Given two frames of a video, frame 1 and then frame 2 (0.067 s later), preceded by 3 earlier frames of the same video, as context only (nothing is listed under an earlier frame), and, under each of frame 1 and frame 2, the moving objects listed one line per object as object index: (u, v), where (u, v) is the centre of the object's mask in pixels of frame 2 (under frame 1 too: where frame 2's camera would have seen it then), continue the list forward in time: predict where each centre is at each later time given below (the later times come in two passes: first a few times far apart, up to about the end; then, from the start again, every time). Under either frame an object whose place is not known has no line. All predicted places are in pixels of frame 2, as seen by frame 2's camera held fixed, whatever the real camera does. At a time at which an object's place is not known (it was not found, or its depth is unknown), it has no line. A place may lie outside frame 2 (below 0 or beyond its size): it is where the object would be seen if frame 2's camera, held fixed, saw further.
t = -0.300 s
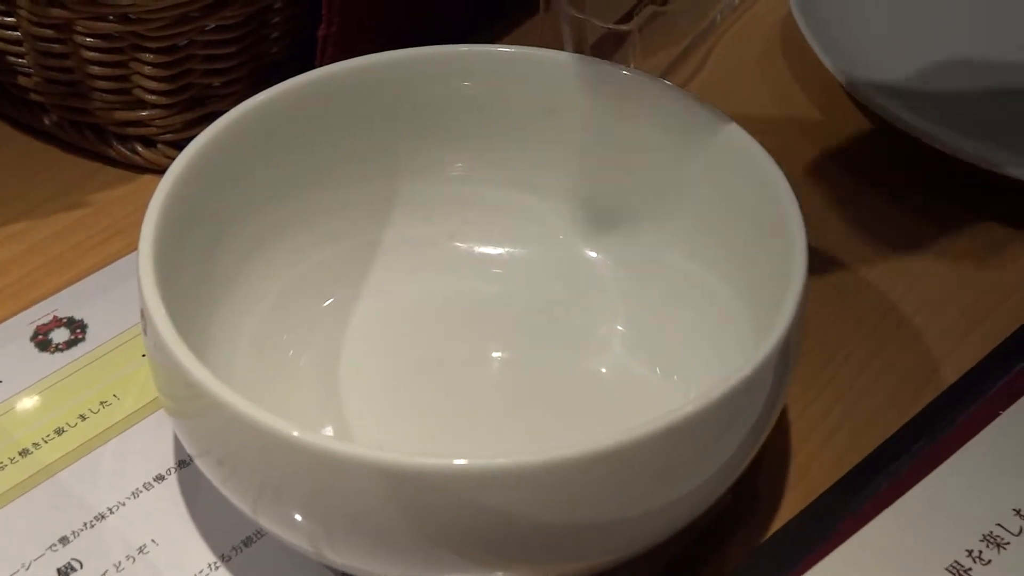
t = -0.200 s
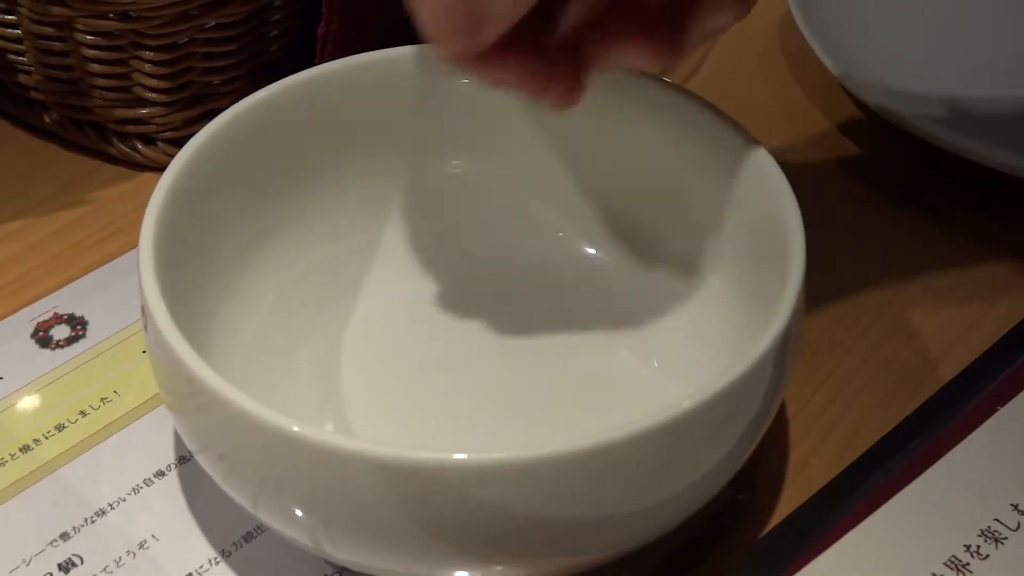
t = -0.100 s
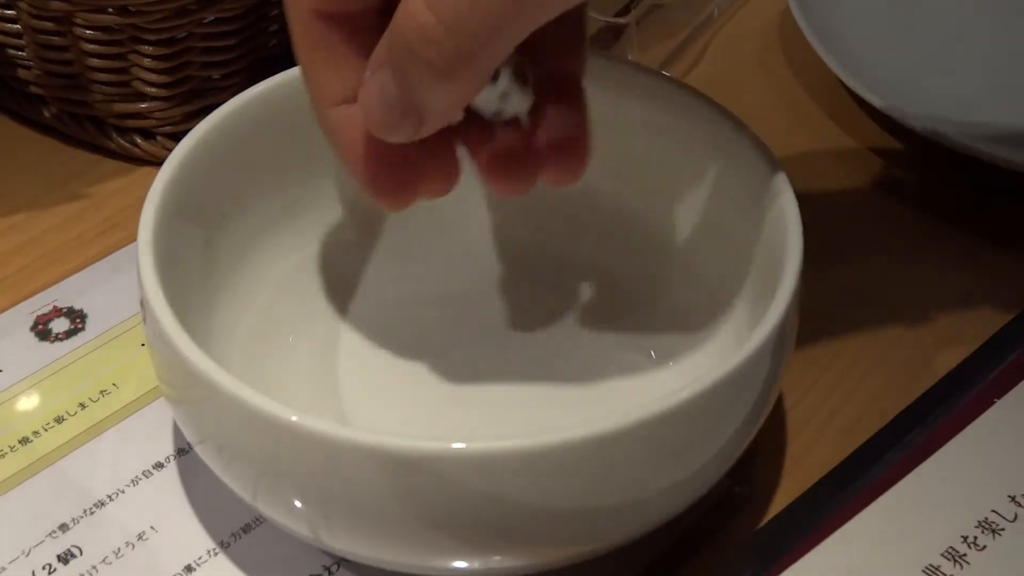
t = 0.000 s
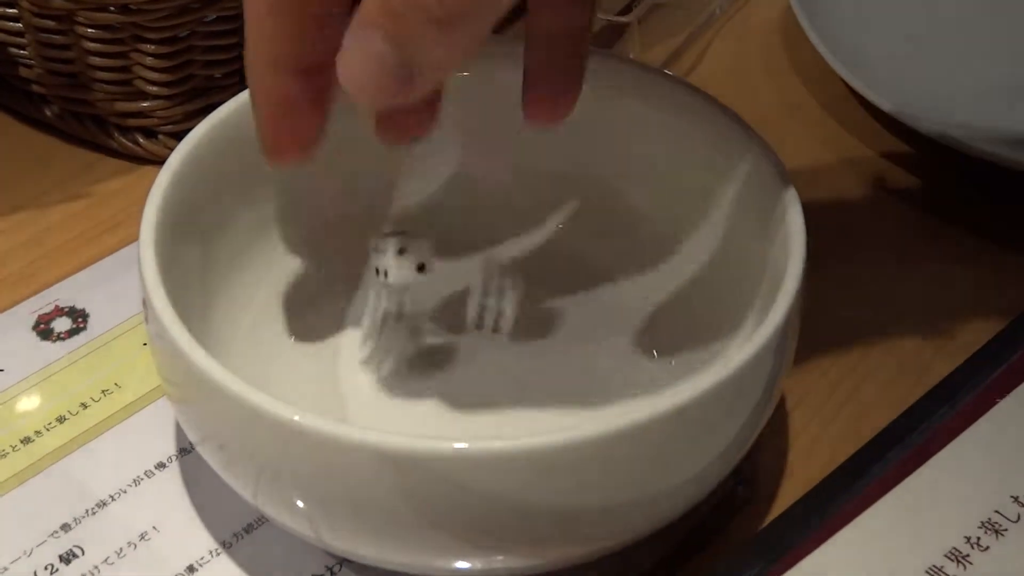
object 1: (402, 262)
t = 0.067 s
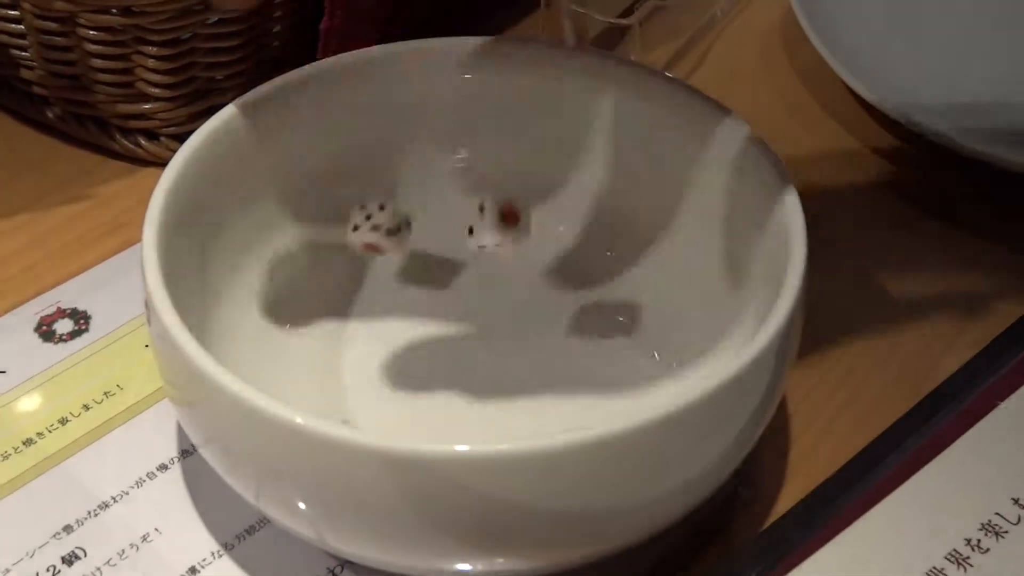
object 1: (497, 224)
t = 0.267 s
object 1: (539, 356)
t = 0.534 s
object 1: (487, 418)
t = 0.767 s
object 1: (290, 377)
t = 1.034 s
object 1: (338, 373)
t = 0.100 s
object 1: (497, 227)
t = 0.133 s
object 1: (496, 280)
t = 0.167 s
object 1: (494, 349)
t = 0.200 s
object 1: (495, 311)
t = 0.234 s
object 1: (497, 319)
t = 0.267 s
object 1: (539, 356)
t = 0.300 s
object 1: (494, 384)
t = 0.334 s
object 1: (491, 399)
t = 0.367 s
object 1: (486, 424)
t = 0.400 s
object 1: (485, 419)
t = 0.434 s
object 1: (479, 432)
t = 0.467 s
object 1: (562, 424)
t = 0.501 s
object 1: (527, 419)
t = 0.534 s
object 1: (487, 418)
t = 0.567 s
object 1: (449, 414)
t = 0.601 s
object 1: (416, 404)
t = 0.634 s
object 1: (379, 399)
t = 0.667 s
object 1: (353, 396)
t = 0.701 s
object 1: (322, 386)
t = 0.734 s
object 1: (300, 380)
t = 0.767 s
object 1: (290, 377)
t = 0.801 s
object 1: (291, 377)
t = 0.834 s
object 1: (302, 377)
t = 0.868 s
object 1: (318, 374)
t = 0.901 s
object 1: (331, 374)
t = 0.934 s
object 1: (337, 374)
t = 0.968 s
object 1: (338, 374)
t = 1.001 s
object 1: (338, 373)
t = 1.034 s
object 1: (338, 373)
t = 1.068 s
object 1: (338, 373)
